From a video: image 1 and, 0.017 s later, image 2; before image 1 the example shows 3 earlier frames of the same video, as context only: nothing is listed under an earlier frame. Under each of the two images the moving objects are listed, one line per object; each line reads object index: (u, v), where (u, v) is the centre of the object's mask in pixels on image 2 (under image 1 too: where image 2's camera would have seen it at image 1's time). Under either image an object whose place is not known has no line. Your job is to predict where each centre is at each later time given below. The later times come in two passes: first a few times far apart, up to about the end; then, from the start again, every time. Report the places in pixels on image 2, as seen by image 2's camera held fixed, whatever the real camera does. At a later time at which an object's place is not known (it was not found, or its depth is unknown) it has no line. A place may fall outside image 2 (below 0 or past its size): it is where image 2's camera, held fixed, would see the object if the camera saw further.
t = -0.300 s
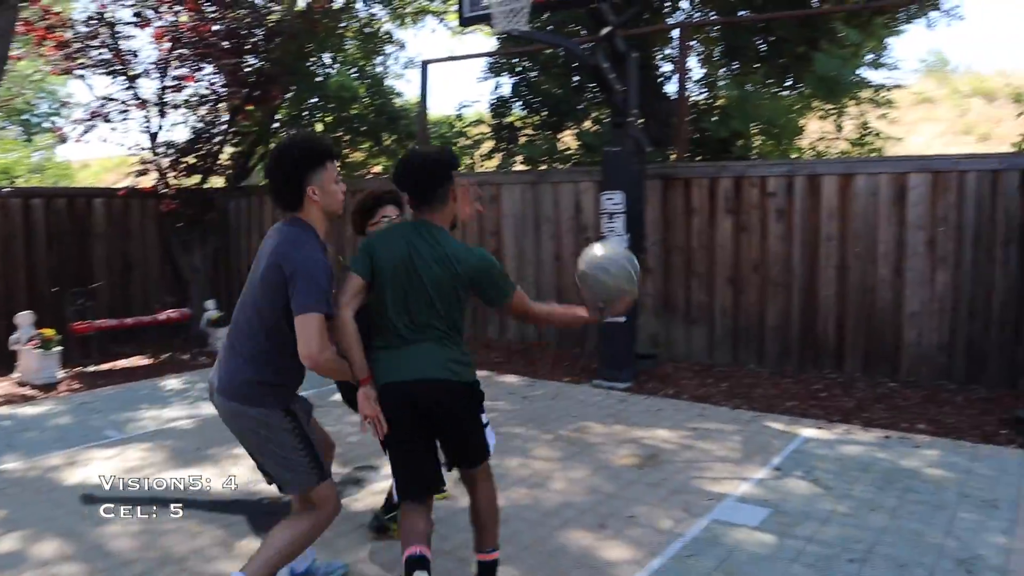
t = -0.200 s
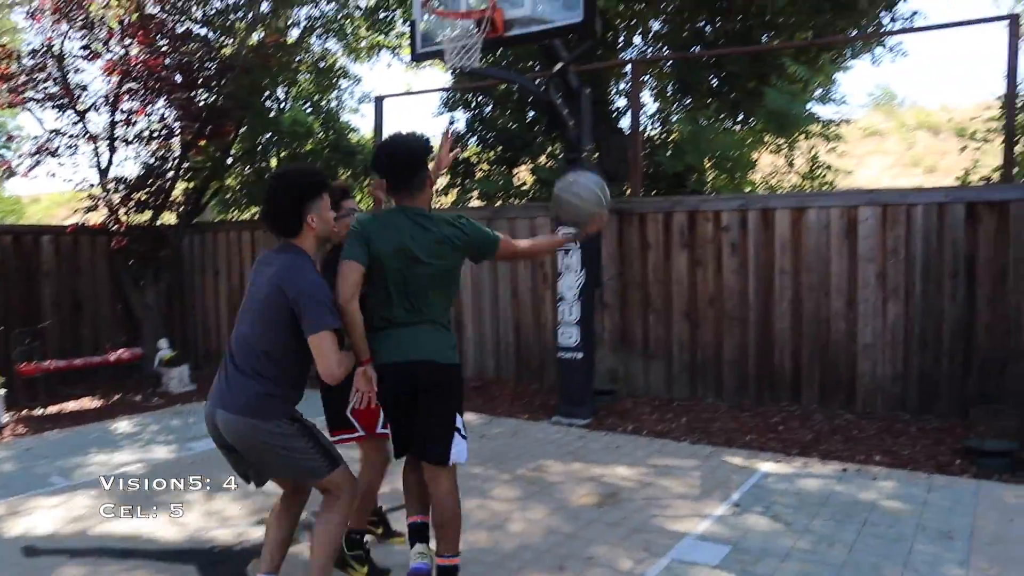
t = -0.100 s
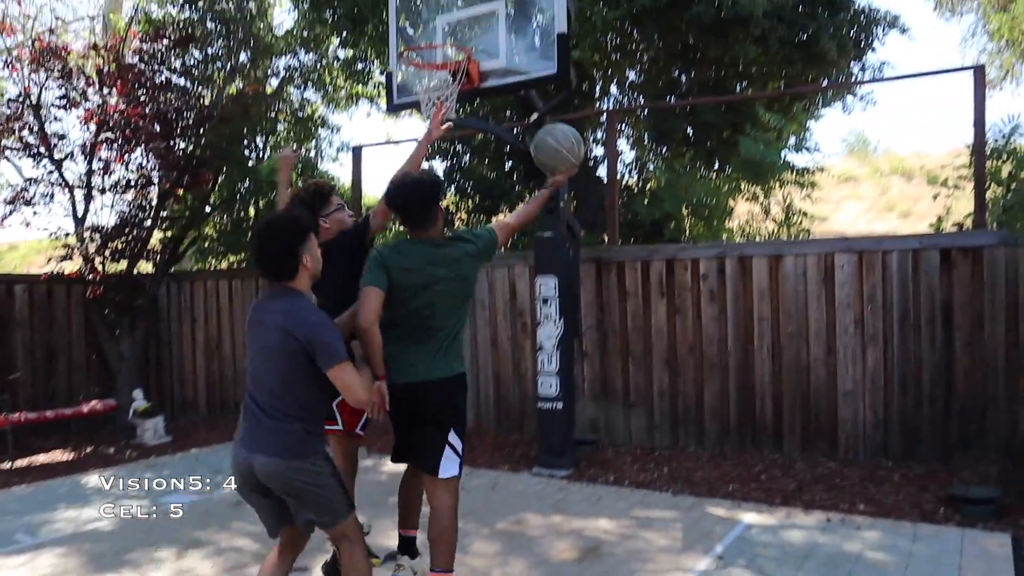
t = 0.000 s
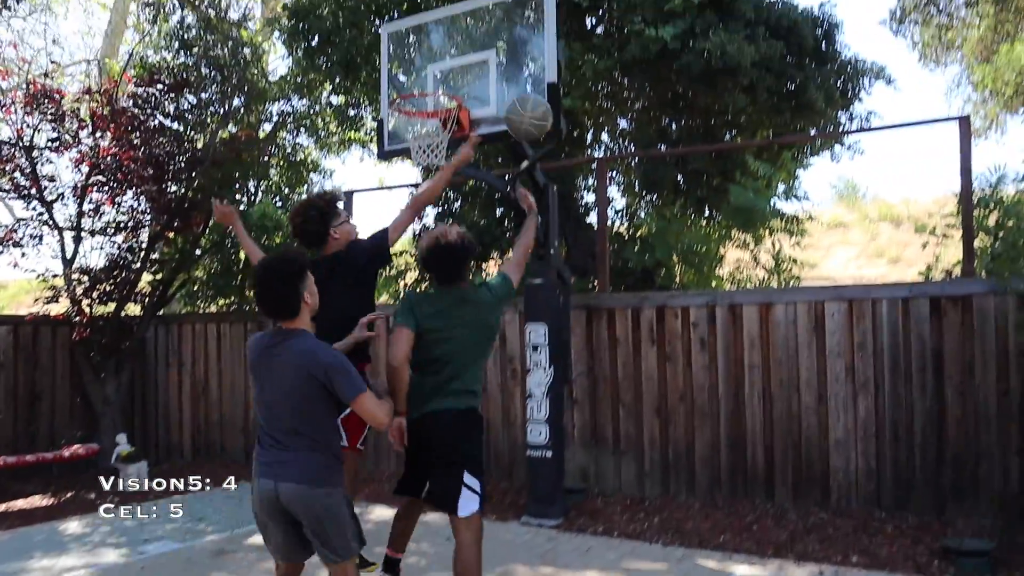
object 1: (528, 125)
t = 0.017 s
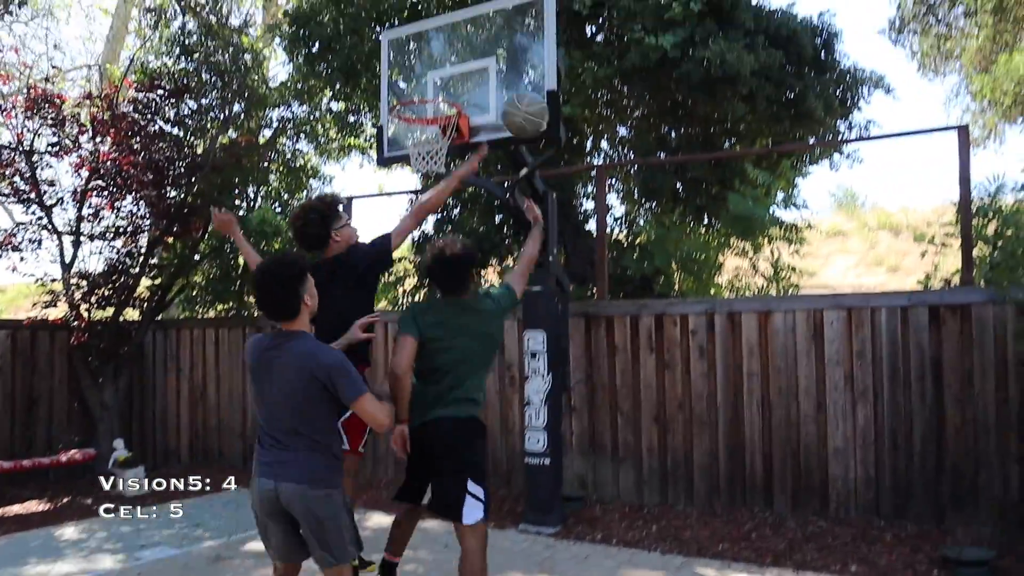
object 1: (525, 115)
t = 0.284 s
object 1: (486, 40)
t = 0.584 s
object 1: (451, 77)
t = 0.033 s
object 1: (522, 104)
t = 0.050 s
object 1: (518, 96)
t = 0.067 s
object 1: (515, 88)
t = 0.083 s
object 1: (513, 81)
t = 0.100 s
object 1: (510, 74)
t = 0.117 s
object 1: (508, 68)
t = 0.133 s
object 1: (505, 63)
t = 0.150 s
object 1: (503, 58)
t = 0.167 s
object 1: (501, 54)
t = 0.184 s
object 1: (498, 51)
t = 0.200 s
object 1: (495, 48)
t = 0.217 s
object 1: (493, 46)
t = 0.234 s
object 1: (491, 44)
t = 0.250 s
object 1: (489, 43)
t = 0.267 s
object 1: (488, 41)
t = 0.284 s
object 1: (486, 40)
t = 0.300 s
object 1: (485, 40)
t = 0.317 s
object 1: (482, 40)
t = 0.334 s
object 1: (481, 40)
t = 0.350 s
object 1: (480, 41)
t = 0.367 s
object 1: (478, 42)
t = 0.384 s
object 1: (476, 44)
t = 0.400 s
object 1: (475, 46)
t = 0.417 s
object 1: (473, 48)
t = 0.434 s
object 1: (472, 51)
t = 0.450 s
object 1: (470, 54)
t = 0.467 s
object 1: (469, 57)
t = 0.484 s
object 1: (468, 61)
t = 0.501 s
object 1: (467, 66)
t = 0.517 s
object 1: (465, 70)
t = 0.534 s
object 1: (464, 74)
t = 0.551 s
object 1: (460, 75)
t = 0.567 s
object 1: (455, 76)
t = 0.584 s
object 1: (451, 77)
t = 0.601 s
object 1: (447, 78)
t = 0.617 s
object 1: (442, 79)
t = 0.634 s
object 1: (438, 81)
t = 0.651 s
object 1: (433, 82)
